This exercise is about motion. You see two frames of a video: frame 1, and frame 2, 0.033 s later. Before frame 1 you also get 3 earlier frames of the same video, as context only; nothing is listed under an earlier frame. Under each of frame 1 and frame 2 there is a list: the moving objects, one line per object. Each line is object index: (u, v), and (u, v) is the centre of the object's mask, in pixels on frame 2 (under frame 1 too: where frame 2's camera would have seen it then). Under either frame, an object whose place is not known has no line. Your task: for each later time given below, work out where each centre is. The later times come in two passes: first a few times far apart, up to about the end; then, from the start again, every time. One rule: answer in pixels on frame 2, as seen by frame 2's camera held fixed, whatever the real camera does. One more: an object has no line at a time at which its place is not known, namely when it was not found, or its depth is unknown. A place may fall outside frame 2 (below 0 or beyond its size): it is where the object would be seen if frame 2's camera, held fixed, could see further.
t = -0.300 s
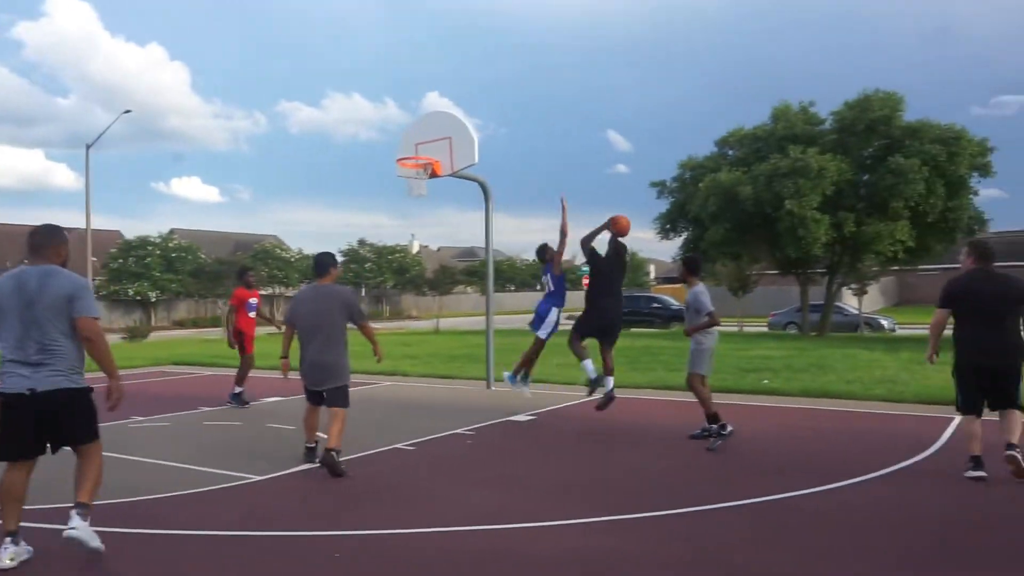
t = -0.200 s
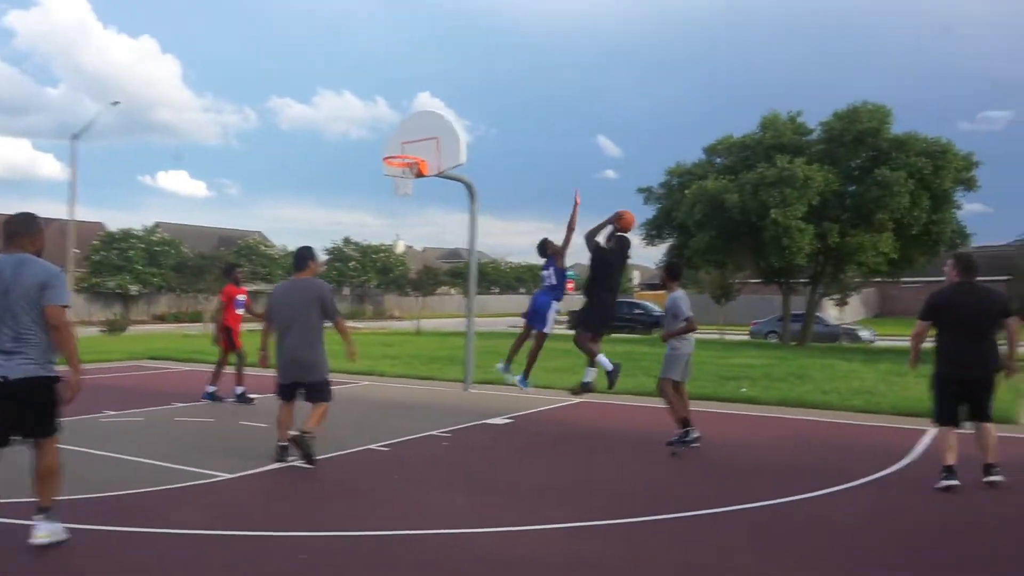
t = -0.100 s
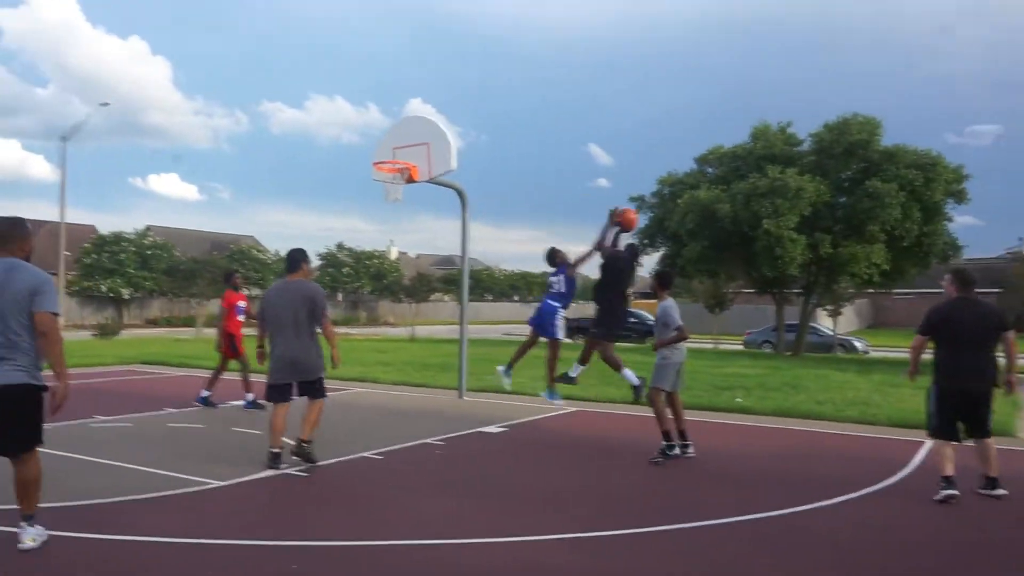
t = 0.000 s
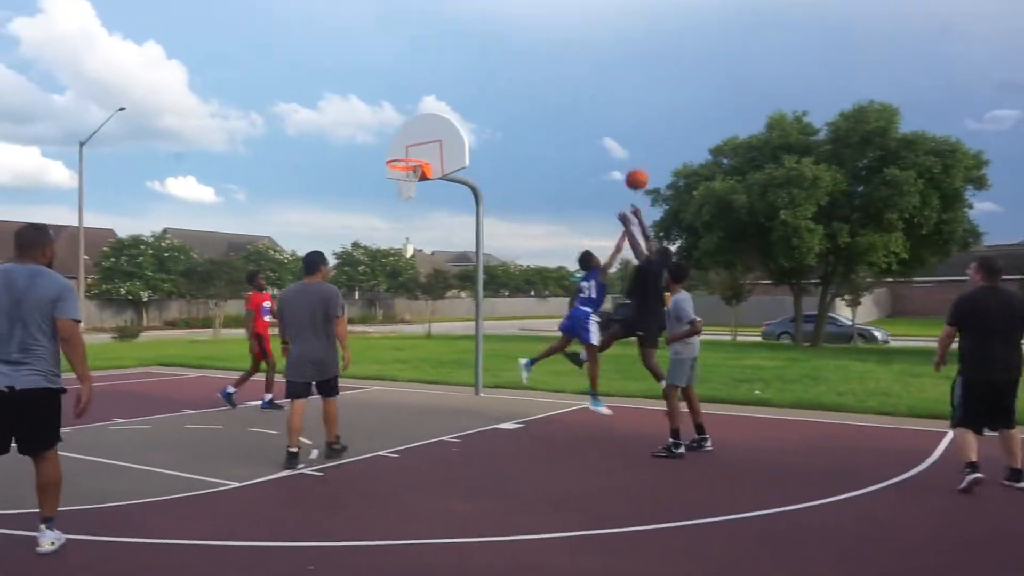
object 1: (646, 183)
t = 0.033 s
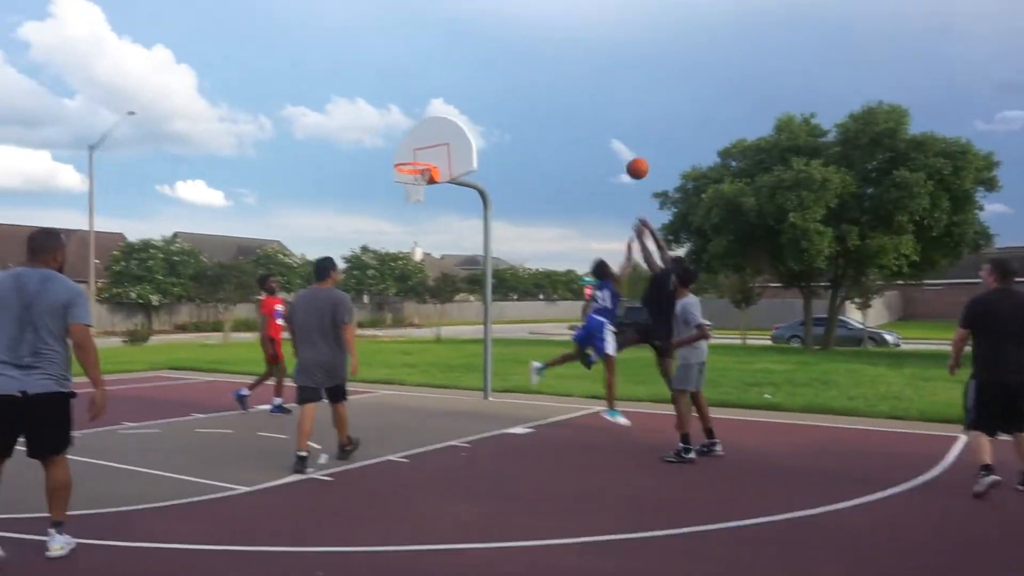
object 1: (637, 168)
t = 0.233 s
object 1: (603, 112)
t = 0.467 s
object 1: (556, 89)
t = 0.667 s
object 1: (526, 108)
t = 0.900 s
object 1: (493, 164)
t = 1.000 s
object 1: (480, 196)
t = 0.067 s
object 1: (629, 156)
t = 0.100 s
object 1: (622, 145)
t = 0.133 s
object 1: (616, 136)
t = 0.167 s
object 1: (611, 127)
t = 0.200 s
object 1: (608, 119)
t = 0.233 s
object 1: (603, 112)
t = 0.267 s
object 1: (593, 106)
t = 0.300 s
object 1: (584, 101)
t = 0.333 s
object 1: (577, 97)
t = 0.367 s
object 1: (569, 94)
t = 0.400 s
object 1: (564, 91)
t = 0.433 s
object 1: (561, 89)
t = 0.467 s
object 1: (556, 89)
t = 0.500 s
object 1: (550, 90)
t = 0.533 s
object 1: (544, 92)
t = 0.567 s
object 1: (542, 96)
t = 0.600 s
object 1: (539, 100)
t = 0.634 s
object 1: (533, 104)
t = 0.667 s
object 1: (526, 108)
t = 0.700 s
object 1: (521, 114)
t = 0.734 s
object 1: (515, 120)
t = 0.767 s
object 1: (510, 127)
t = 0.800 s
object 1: (506, 135)
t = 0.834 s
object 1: (502, 144)
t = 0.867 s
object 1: (497, 154)
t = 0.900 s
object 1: (493, 164)
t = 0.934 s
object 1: (488, 174)
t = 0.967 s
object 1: (484, 185)
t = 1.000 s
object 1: (480, 196)
